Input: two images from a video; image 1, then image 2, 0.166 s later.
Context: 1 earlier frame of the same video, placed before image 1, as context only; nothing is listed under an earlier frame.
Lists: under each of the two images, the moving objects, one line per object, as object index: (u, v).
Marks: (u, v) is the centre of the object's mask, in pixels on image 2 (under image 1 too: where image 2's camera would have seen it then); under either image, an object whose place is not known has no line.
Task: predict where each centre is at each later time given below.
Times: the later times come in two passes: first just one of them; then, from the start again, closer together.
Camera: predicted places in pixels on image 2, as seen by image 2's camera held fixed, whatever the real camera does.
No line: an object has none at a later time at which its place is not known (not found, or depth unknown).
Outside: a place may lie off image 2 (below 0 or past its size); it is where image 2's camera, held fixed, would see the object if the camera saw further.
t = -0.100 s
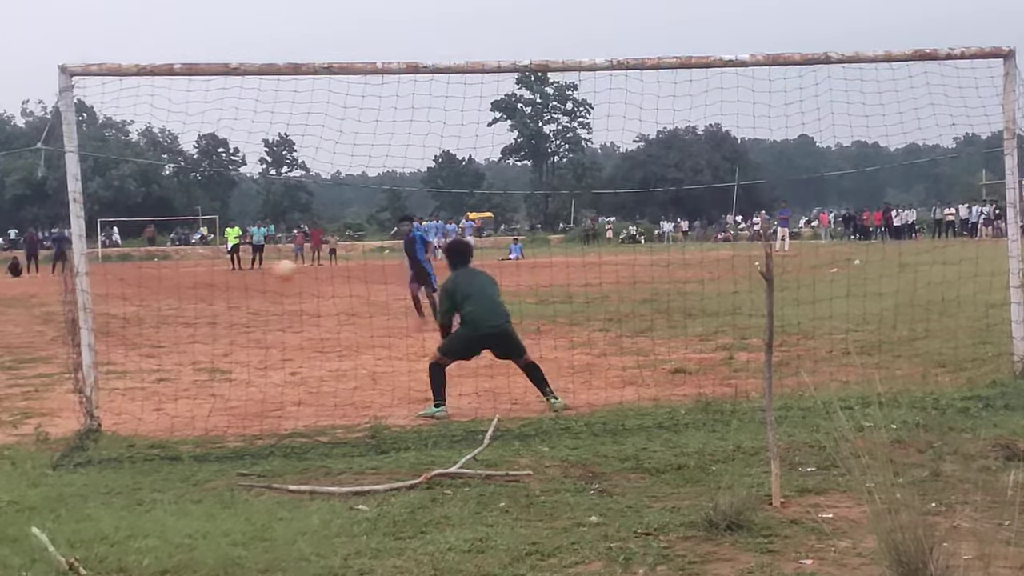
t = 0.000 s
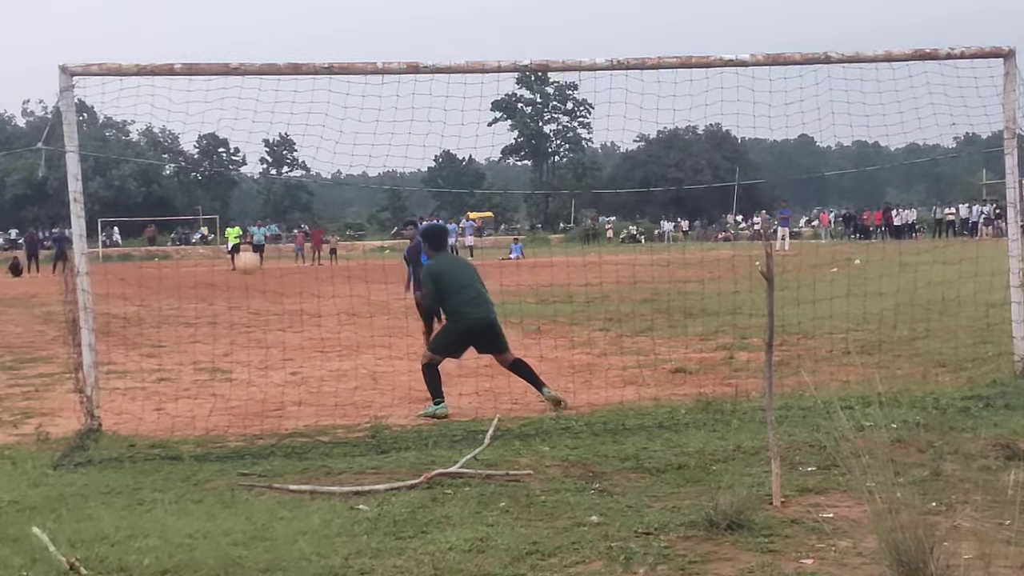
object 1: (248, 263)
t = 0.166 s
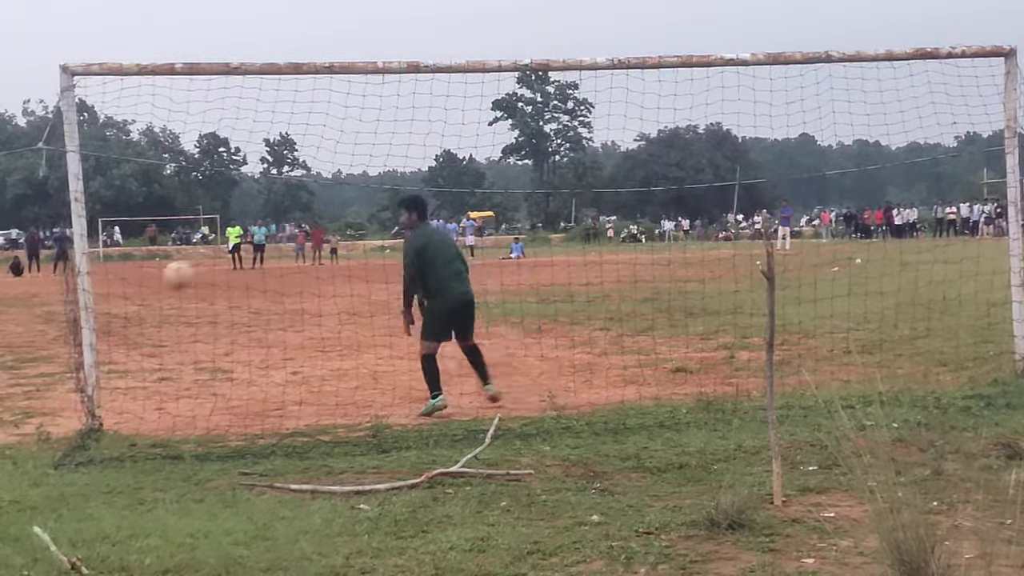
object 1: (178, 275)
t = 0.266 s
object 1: (125, 302)
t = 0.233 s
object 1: (144, 291)
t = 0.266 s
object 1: (125, 302)
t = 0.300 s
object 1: (107, 317)
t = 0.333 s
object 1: (85, 336)
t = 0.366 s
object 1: (67, 356)
